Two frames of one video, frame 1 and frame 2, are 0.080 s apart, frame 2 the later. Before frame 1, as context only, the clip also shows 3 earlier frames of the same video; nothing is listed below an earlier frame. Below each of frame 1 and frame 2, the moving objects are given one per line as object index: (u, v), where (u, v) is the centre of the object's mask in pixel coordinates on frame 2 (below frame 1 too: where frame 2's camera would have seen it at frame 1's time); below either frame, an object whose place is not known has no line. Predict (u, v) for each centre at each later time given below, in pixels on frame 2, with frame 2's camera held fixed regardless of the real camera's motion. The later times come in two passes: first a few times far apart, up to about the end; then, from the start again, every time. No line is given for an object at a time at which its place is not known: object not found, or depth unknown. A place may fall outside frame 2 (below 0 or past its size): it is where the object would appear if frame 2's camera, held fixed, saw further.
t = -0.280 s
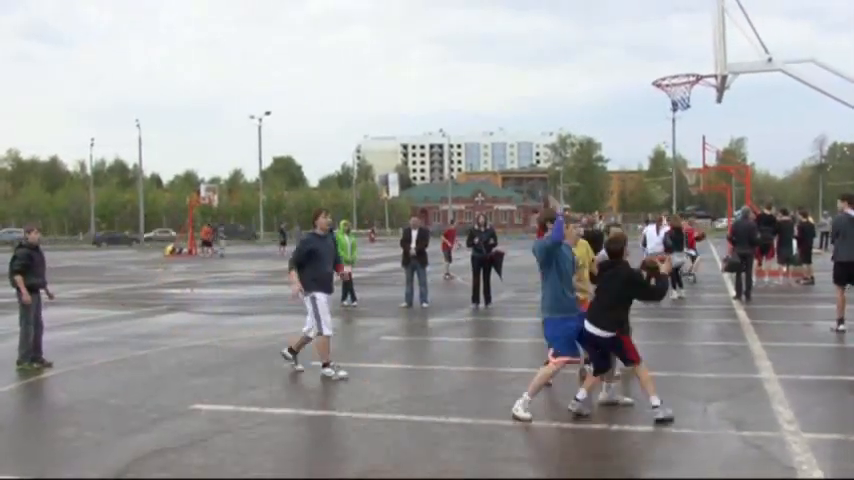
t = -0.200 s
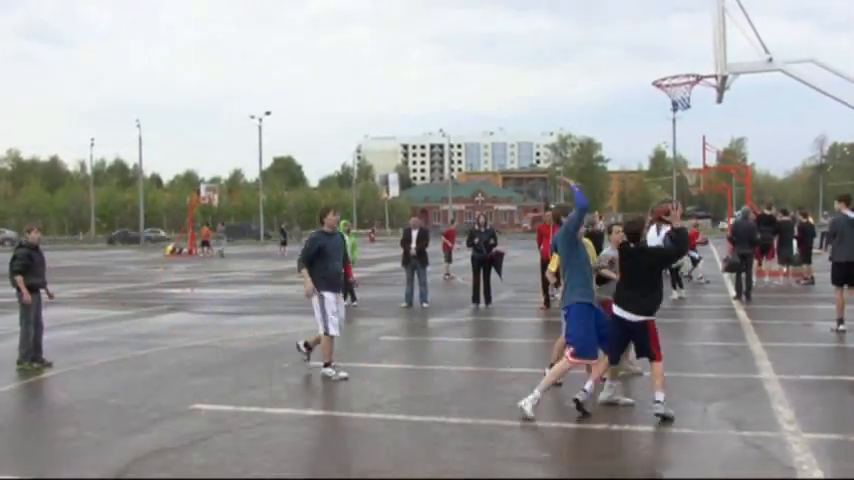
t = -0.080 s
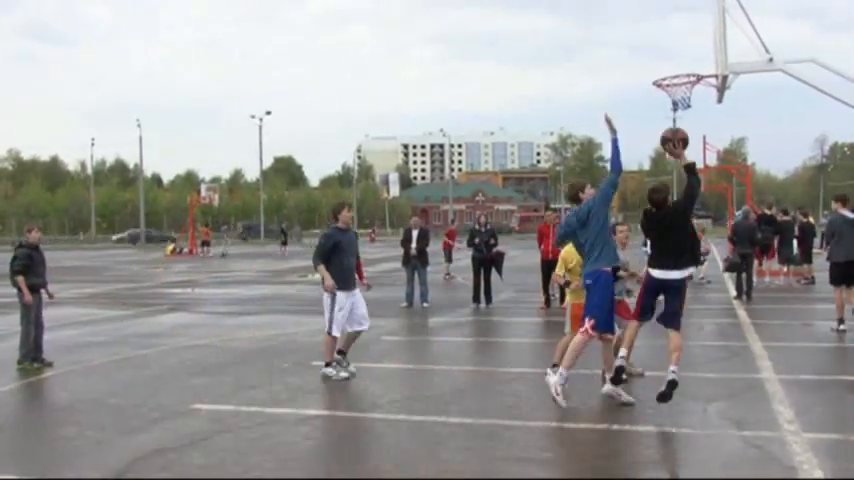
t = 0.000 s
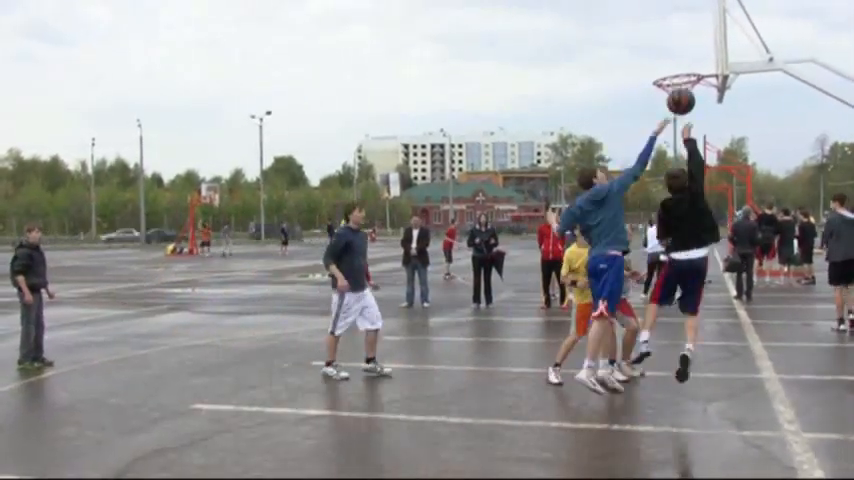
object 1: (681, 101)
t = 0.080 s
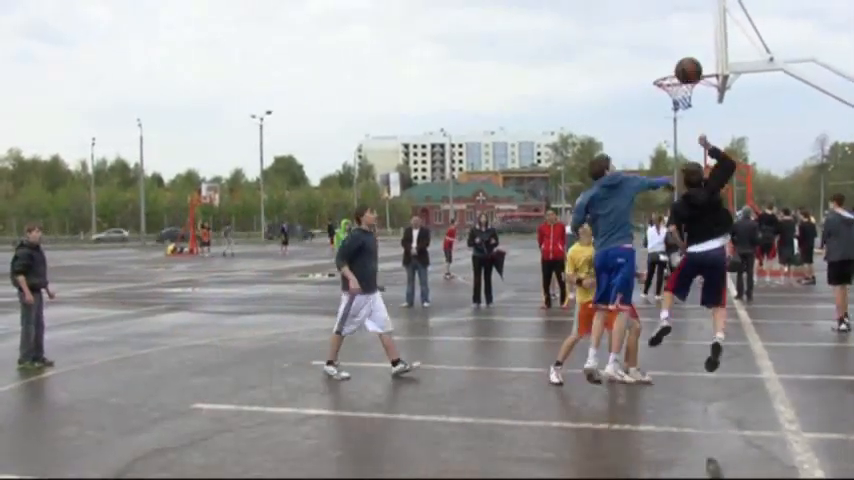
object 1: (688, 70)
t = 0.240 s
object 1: (701, 34)
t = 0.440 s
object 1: (691, 35)
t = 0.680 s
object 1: (674, 64)
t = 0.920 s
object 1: (645, 57)
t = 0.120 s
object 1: (691, 58)
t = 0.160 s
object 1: (695, 48)
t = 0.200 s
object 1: (698, 40)
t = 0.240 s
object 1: (701, 34)
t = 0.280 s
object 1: (703, 29)
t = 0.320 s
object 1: (700, 28)
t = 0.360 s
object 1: (697, 29)
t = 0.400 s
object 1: (694, 31)
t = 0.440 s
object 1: (691, 35)
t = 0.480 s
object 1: (689, 40)
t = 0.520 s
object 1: (686, 47)
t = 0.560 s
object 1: (684, 55)
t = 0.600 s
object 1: (681, 65)
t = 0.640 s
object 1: (679, 71)
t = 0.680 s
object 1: (674, 64)
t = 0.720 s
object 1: (669, 59)
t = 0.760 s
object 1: (664, 55)
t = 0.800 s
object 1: (659, 54)
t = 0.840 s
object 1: (655, 53)
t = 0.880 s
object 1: (650, 54)
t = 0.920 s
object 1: (645, 57)
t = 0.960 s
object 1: (640, 61)
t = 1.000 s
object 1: (636, 67)
